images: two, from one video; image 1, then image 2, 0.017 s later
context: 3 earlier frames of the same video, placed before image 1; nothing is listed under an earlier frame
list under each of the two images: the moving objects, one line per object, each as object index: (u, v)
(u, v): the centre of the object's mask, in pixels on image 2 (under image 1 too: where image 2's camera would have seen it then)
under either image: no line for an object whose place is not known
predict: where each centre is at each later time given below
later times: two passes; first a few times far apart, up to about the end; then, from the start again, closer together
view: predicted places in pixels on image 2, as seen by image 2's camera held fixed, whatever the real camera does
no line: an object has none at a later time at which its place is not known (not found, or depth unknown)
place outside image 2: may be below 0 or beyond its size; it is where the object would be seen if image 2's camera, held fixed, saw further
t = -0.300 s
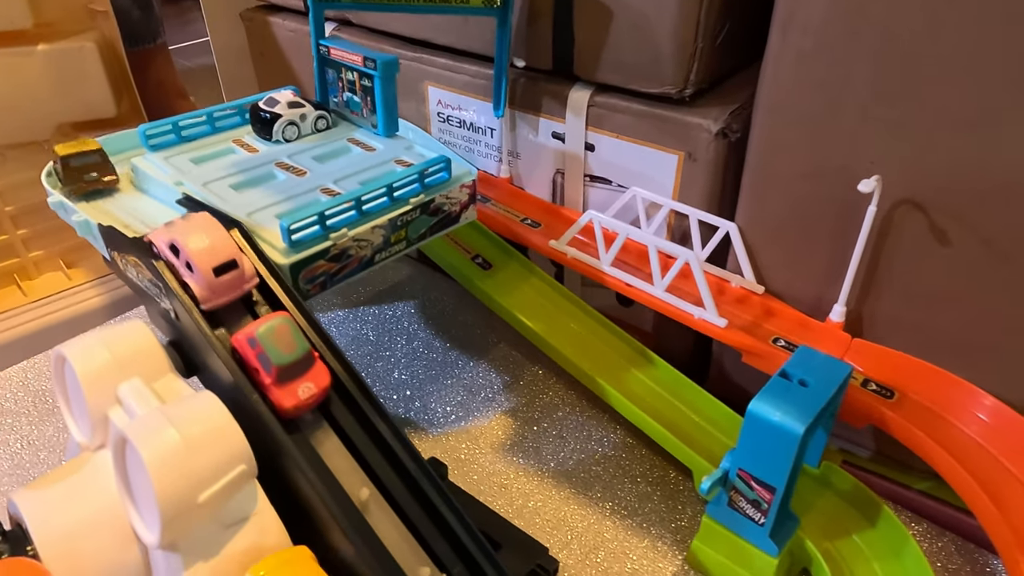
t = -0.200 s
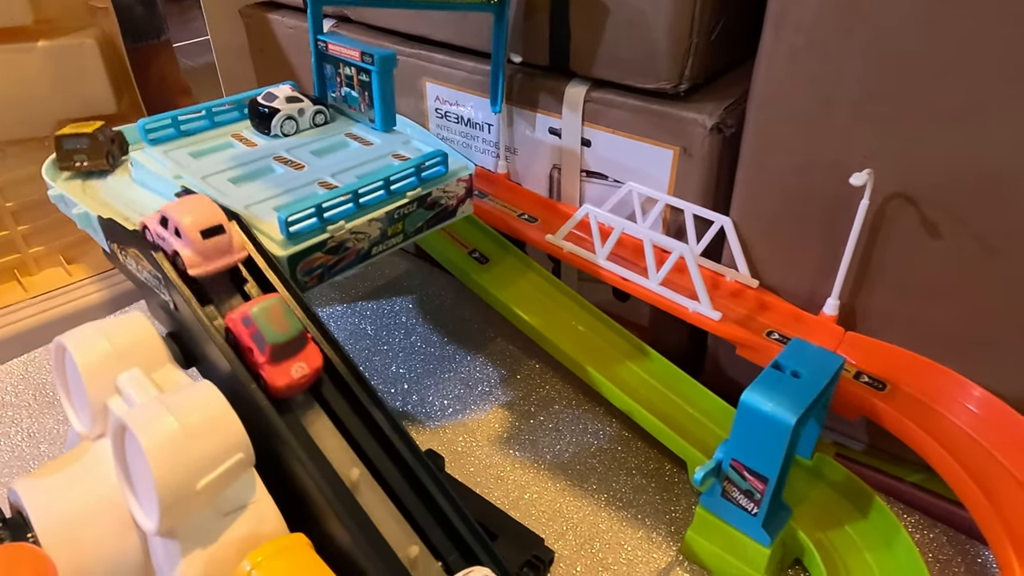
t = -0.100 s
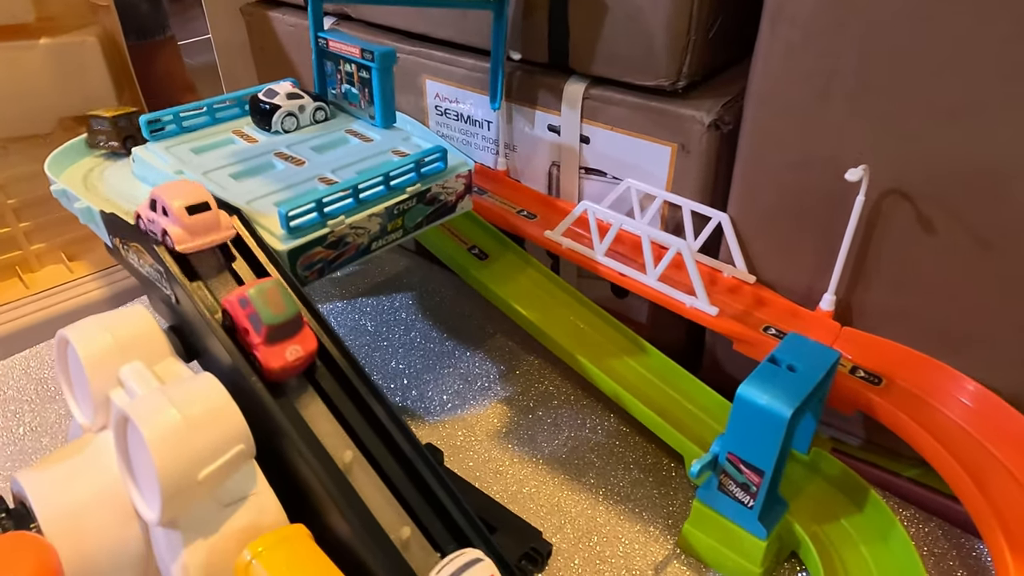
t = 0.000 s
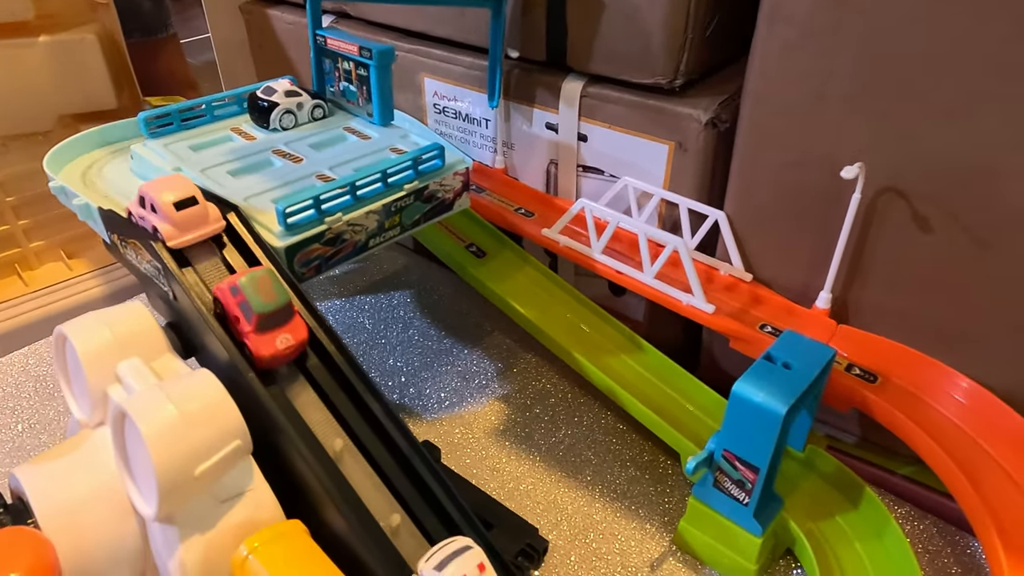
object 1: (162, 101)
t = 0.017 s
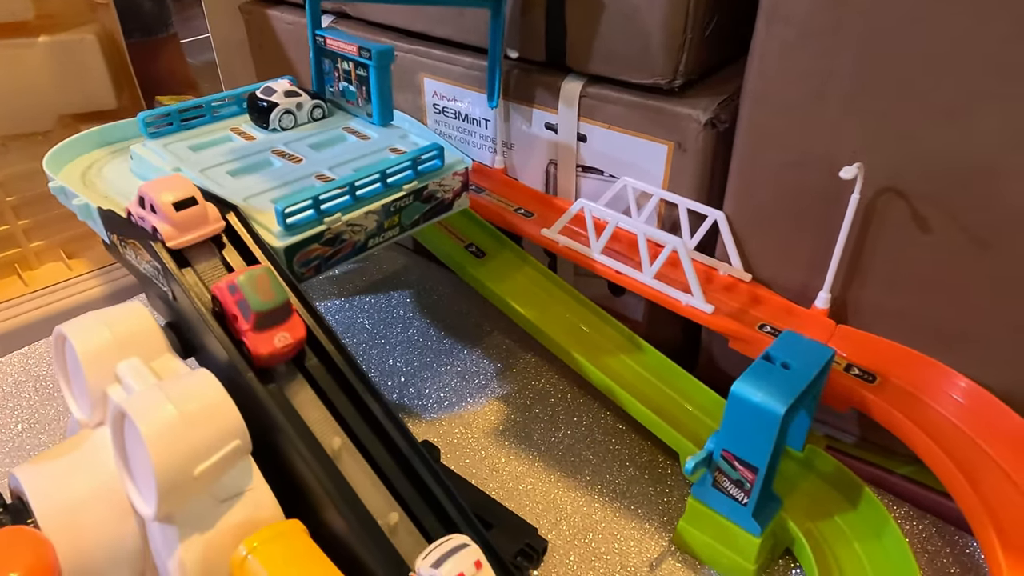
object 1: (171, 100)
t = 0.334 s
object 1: (410, 119)
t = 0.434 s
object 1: (452, 141)
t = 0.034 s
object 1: (181, 98)
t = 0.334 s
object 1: (410, 119)
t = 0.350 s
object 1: (412, 120)
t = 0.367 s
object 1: (418, 122)
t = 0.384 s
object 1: (428, 128)
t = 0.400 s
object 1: (436, 133)
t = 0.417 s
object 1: (441, 135)
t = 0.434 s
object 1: (452, 141)
